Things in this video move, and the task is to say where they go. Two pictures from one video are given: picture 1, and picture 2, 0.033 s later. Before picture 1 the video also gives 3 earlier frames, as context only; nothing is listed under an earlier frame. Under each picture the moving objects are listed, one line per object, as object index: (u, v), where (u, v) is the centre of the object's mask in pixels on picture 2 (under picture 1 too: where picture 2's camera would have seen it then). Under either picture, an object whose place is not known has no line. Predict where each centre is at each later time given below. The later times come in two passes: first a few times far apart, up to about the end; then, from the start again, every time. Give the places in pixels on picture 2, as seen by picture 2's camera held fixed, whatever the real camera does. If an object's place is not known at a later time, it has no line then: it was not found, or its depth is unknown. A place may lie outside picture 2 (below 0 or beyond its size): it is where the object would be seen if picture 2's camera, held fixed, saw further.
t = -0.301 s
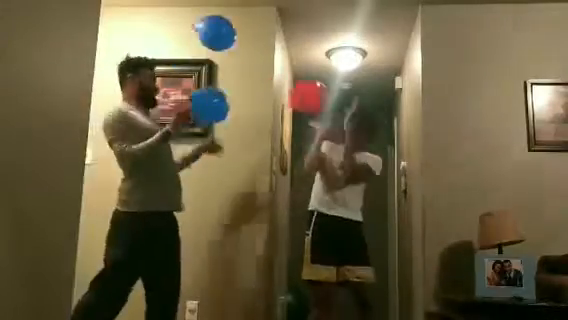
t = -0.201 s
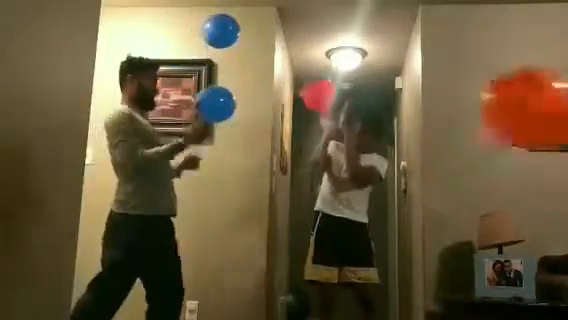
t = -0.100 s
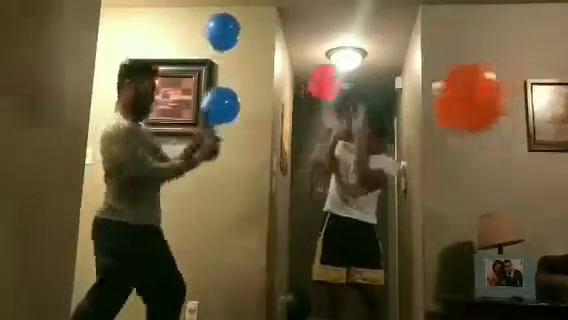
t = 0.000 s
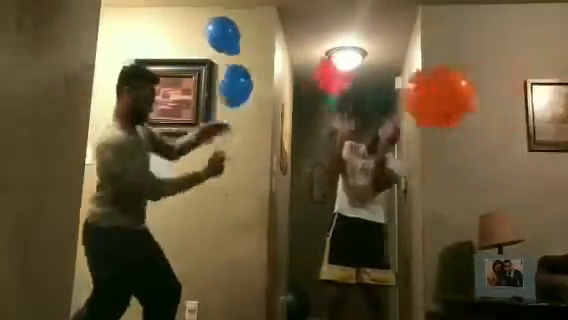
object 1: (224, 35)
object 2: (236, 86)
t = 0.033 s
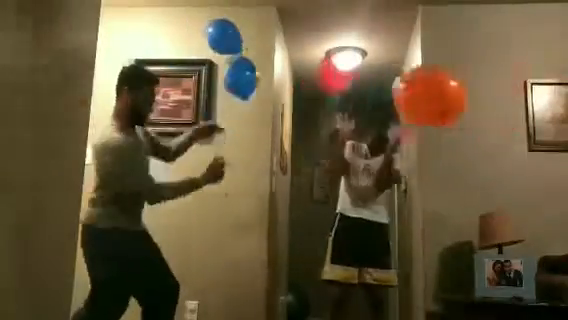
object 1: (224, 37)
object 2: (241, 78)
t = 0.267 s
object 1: (224, 54)
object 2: (273, 40)
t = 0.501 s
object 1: (225, 79)
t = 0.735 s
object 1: (221, 113)
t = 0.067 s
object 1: (224, 39)
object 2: (246, 71)
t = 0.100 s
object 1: (223, 40)
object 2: (249, 64)
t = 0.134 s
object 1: (222, 42)
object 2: (254, 58)
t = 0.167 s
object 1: (223, 45)
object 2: (259, 53)
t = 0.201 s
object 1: (224, 48)
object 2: (263, 48)
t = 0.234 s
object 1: (224, 51)
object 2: (269, 44)
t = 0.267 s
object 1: (224, 54)
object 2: (273, 40)
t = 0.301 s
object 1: (224, 57)
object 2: (277, 35)
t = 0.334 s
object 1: (224, 60)
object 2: (281, 33)
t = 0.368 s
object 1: (224, 63)
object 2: (285, 30)
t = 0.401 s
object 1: (224, 67)
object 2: (289, 26)
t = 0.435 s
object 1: (224, 70)
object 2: (293, 24)
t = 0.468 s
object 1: (224, 74)
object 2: (296, 21)
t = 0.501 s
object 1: (225, 79)
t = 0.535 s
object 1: (224, 83)
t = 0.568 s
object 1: (224, 87)
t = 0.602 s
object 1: (223, 92)
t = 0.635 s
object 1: (223, 97)
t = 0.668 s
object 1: (222, 102)
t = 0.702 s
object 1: (222, 107)
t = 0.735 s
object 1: (221, 113)
